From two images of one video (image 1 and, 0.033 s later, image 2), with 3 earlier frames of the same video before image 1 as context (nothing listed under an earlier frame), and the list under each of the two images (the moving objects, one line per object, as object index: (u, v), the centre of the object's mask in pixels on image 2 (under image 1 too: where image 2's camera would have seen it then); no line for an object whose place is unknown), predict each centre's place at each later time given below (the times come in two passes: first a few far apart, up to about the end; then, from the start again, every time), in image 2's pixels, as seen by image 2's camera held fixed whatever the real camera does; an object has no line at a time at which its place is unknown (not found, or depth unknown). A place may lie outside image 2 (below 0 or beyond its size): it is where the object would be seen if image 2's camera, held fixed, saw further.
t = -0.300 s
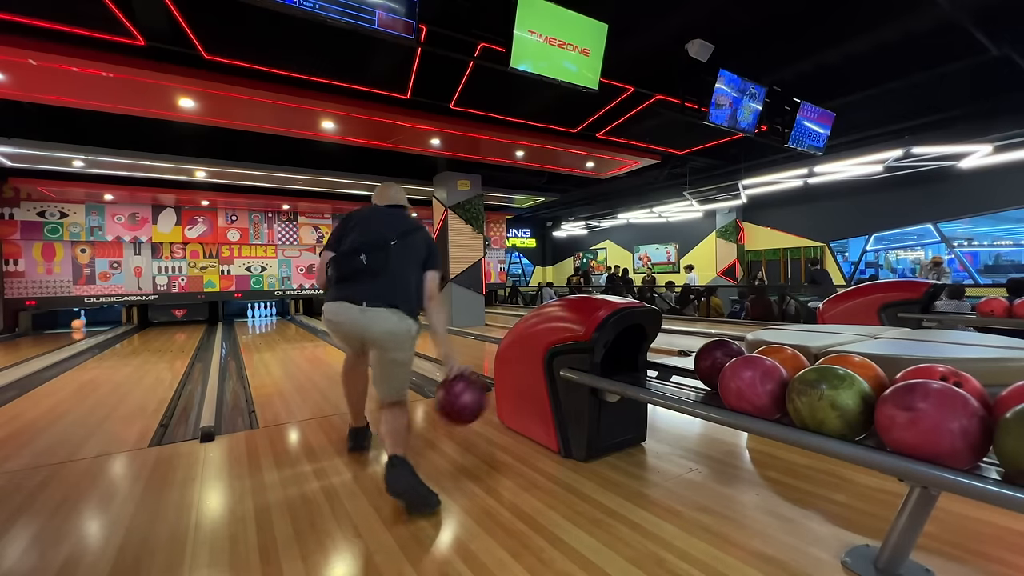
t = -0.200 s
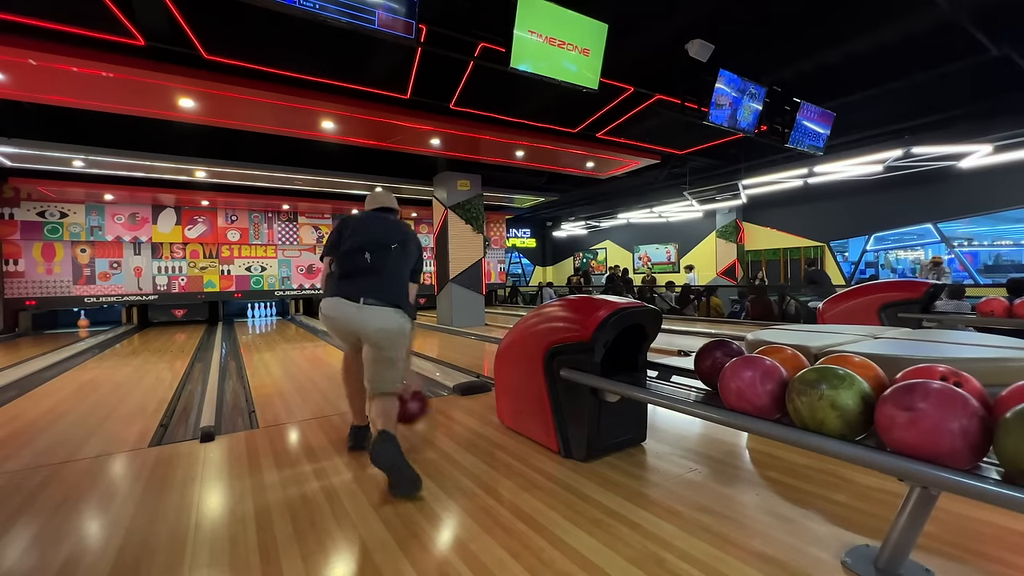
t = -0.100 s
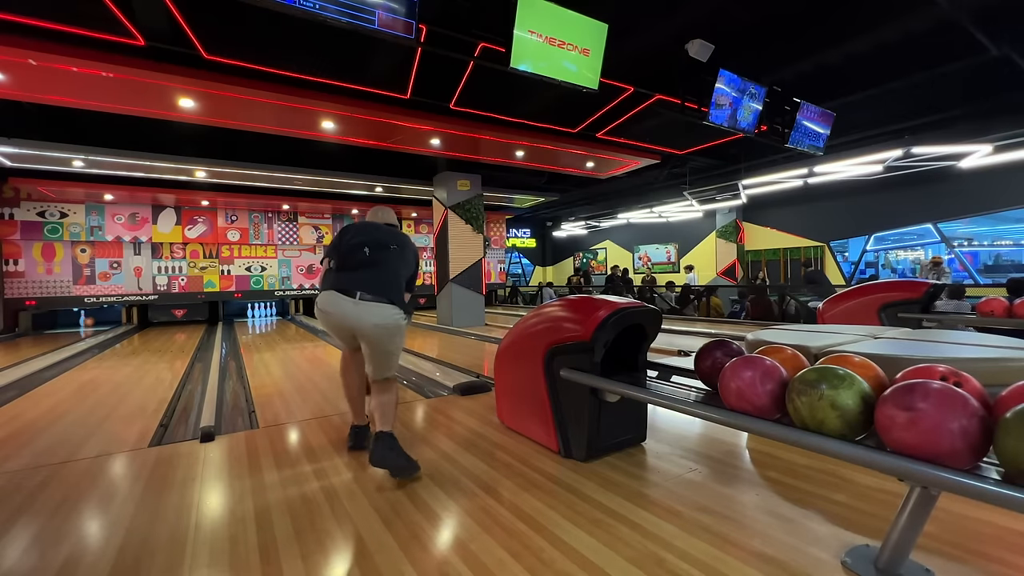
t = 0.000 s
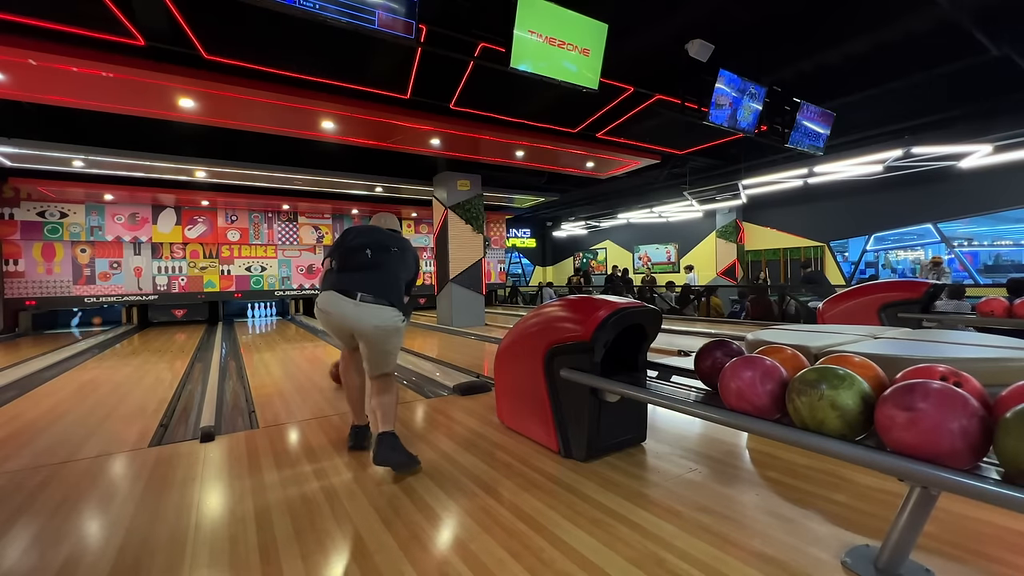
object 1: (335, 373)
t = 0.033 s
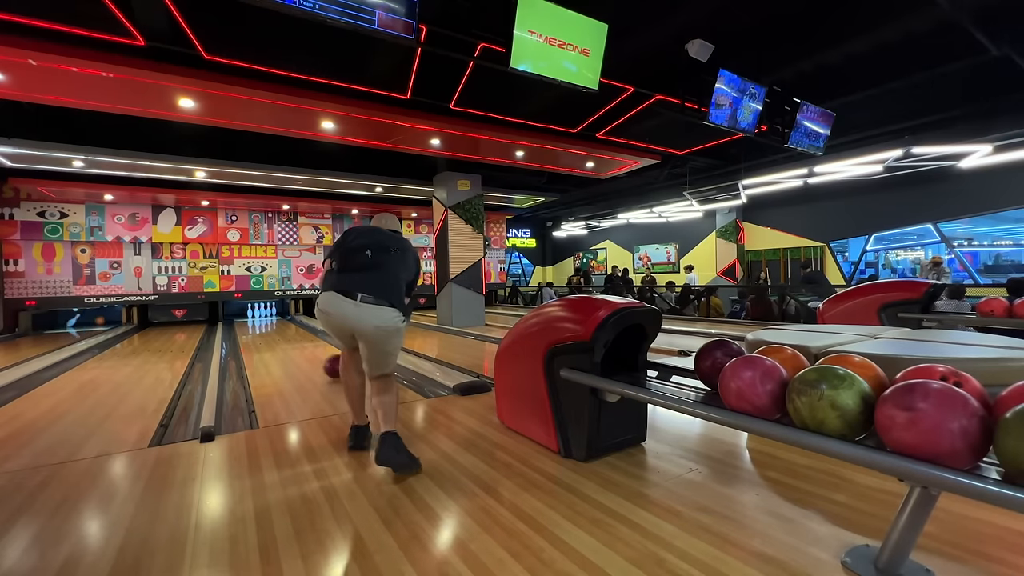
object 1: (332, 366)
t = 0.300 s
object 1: (300, 343)
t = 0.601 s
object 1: (280, 329)
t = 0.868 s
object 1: (269, 322)
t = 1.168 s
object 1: (261, 317)
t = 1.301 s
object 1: (257, 315)
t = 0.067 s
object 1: (329, 362)
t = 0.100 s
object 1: (324, 359)
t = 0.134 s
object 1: (319, 356)
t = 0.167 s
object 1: (315, 352)
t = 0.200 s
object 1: (311, 350)
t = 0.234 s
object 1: (307, 347)
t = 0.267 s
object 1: (303, 345)
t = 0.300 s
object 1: (300, 343)
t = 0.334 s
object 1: (297, 341)
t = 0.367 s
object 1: (295, 339)
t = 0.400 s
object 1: (292, 337)
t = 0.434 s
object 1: (290, 336)
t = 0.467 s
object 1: (288, 335)
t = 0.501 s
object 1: (286, 333)
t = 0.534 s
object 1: (283, 332)
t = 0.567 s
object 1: (282, 330)
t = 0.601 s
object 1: (280, 329)
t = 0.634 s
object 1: (279, 328)
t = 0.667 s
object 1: (277, 327)
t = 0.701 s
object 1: (276, 326)
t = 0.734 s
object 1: (274, 325)
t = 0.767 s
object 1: (273, 325)
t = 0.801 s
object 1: (271, 324)
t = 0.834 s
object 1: (270, 323)
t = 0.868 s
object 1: (269, 322)
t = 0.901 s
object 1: (268, 322)
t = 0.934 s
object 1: (267, 321)
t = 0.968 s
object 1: (266, 321)
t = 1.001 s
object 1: (265, 320)
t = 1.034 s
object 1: (264, 319)
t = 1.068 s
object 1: (263, 318)
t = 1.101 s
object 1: (262, 318)
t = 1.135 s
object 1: (261, 318)
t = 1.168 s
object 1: (261, 317)
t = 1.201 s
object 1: (260, 317)
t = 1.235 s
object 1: (258, 316)
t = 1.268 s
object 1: (258, 316)
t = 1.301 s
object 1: (257, 315)
